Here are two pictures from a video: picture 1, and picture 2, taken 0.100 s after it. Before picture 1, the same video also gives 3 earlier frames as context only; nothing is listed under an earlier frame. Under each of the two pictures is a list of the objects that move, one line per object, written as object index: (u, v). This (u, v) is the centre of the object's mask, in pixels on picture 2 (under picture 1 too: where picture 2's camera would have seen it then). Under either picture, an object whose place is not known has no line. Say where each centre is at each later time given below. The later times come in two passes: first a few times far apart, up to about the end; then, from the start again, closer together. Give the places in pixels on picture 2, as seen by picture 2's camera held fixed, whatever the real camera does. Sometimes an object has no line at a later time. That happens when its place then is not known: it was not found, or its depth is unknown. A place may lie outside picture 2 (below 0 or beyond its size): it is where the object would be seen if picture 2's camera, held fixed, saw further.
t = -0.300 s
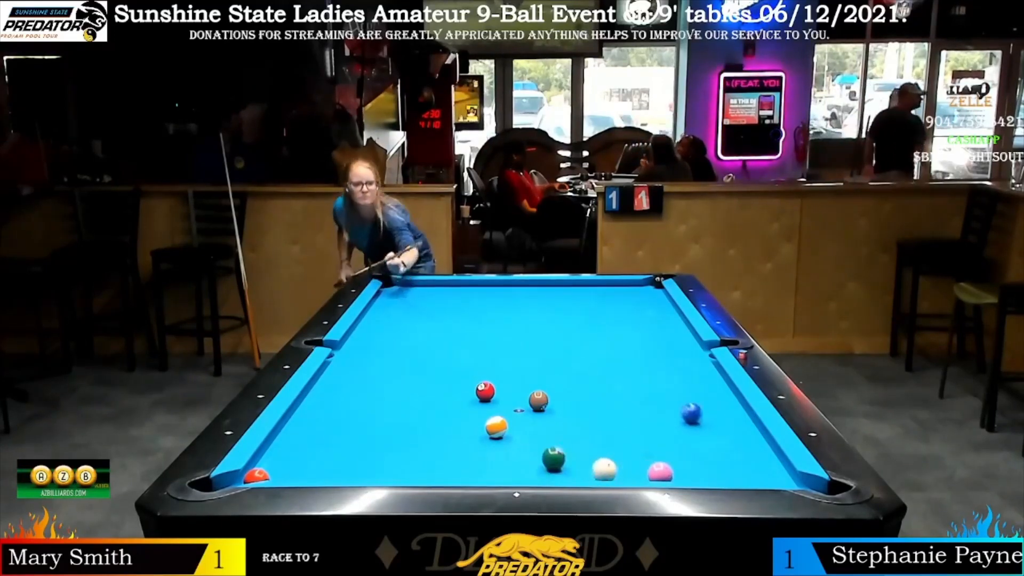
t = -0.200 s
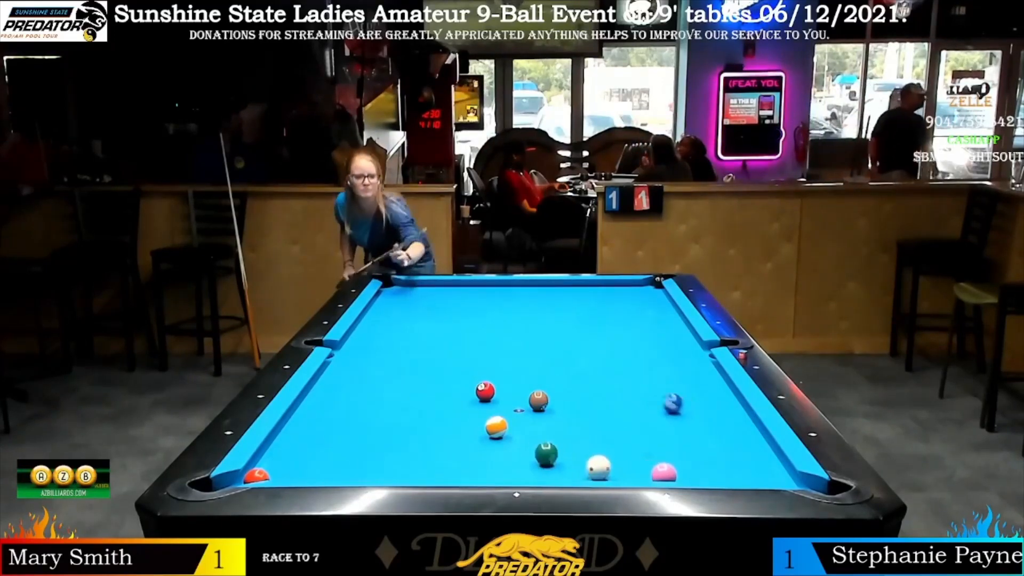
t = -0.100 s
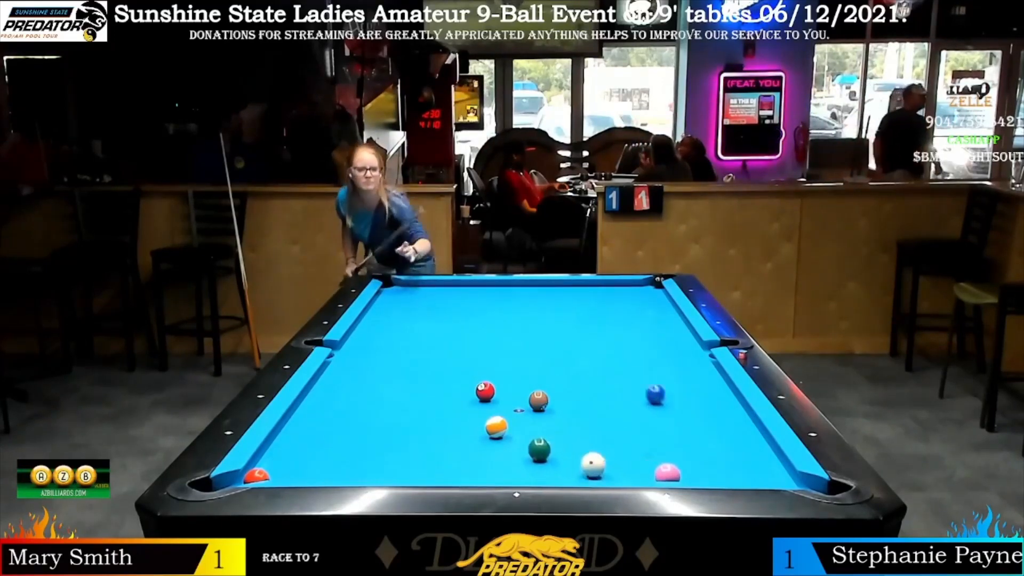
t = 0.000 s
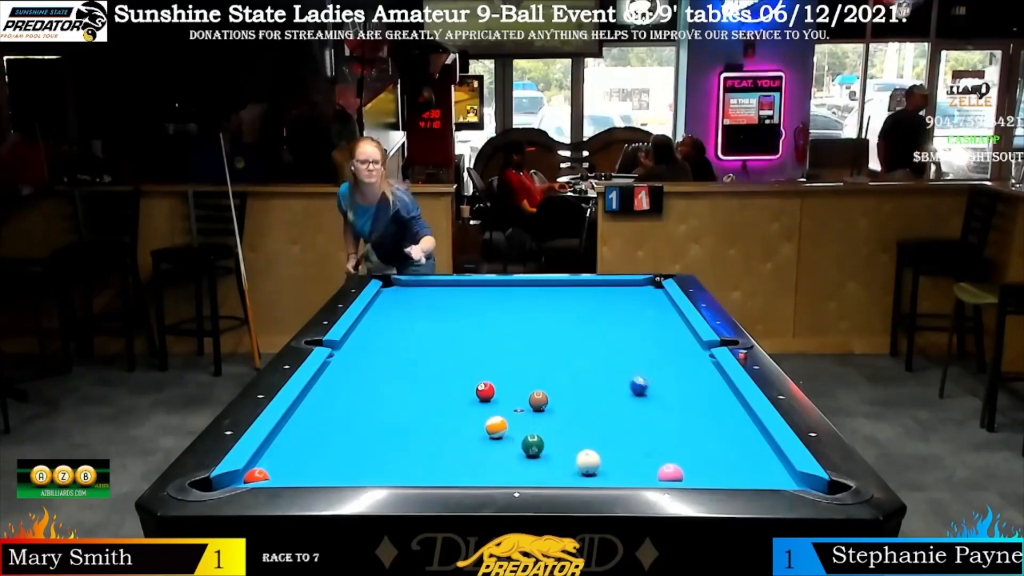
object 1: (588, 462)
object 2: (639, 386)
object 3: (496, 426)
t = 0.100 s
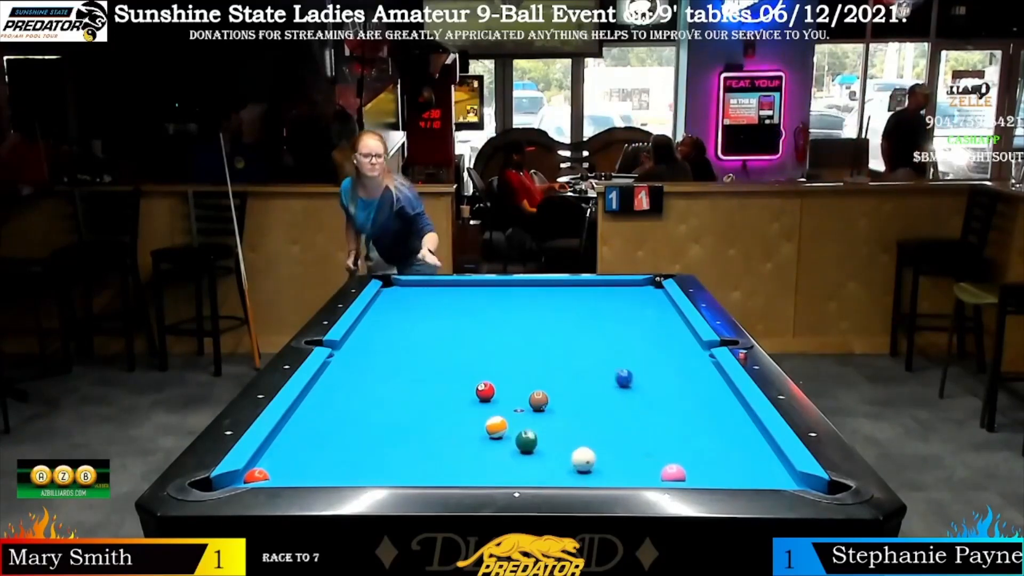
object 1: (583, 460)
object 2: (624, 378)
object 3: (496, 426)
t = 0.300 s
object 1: (575, 455)
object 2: (596, 364)
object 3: (496, 426)
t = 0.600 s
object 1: (563, 448)
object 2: (561, 346)
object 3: (484, 423)
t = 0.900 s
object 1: (554, 443)
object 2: (530, 330)
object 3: (472, 419)
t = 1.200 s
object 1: (546, 439)
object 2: (504, 317)
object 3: (463, 416)
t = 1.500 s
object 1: (540, 435)
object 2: (482, 306)
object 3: (455, 414)
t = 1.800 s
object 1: (536, 434)
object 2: (462, 295)
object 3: (449, 412)
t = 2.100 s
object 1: (533, 433)
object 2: (446, 287)
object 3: (445, 411)
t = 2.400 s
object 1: (531, 432)
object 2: (428, 285)
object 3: (443, 410)
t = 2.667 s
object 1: (531, 432)
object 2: (411, 290)
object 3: (443, 410)
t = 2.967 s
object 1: (531, 432)
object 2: (392, 294)
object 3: (443, 410)
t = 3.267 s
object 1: (531, 432)
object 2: (380, 299)
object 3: (443, 410)
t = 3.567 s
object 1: (531, 432)
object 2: (386, 303)
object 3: (443, 410)
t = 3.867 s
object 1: (531, 432)
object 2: (392, 306)
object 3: (443, 410)
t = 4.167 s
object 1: (532, 431)
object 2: (398, 309)
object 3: (443, 410)
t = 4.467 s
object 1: (531, 432)
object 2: (403, 312)
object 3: (443, 410)
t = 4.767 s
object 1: (531, 432)
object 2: (407, 315)
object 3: (443, 410)
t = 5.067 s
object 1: (531, 432)
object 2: (411, 317)
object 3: (443, 410)
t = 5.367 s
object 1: (531, 432)
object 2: (415, 318)
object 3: (443, 410)
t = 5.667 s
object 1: (531, 432)
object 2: (417, 319)
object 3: (443, 410)
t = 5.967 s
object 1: (531, 432)
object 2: (418, 321)
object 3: (443, 410)
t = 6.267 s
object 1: (531, 431)
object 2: (419, 321)
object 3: (443, 410)
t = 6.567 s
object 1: (531, 432)
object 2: (420, 321)
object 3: (443, 410)
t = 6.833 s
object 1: (531, 432)
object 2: (420, 321)
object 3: (443, 410)
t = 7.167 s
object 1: (531, 431)
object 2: (420, 321)
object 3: (443, 410)
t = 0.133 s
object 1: (582, 459)
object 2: (619, 375)
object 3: (496, 426)
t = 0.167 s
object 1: (580, 458)
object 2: (614, 373)
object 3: (496, 426)
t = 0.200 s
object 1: (579, 457)
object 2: (610, 371)
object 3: (496, 426)
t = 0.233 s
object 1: (577, 456)
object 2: (605, 369)
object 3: (496, 426)
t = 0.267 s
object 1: (576, 455)
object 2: (601, 366)
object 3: (496, 426)
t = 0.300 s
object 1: (575, 455)
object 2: (596, 364)
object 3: (496, 426)
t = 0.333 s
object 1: (573, 454)
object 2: (592, 362)
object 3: (495, 426)
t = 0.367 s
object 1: (572, 453)
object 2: (588, 360)
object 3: (494, 426)
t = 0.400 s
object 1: (571, 452)
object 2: (584, 357)
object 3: (493, 425)
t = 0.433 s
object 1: (569, 451)
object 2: (580, 355)
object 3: (492, 425)
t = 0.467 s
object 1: (568, 451)
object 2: (576, 353)
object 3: (490, 424)
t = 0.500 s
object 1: (567, 450)
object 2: (572, 352)
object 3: (489, 424)
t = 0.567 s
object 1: (564, 449)
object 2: (564, 347)
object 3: (486, 423)
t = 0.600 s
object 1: (563, 448)
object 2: (561, 346)
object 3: (484, 423)
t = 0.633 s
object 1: (562, 447)
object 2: (557, 344)
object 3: (483, 422)
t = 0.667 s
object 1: (561, 447)
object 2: (554, 342)
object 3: (482, 422)
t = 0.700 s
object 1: (560, 446)
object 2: (550, 340)
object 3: (480, 421)
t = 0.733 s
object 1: (559, 446)
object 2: (546, 338)
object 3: (479, 421)
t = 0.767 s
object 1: (558, 445)
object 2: (543, 337)
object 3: (477, 421)
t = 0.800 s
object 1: (556, 445)
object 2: (540, 335)
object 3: (476, 420)
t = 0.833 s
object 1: (556, 444)
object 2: (537, 333)
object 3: (475, 420)
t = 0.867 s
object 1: (554, 443)
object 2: (533, 331)
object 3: (474, 420)
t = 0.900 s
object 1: (554, 443)
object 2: (530, 330)
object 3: (472, 419)
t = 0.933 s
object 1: (553, 442)
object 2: (527, 329)
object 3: (471, 419)
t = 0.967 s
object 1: (552, 442)
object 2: (524, 327)
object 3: (470, 418)
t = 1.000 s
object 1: (551, 442)
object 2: (521, 326)
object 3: (469, 418)
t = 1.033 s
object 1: (550, 441)
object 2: (518, 324)
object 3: (468, 418)
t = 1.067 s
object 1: (549, 441)
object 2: (515, 322)
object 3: (467, 417)
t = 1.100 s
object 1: (548, 440)
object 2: (513, 321)
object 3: (466, 417)
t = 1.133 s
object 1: (548, 439)
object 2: (510, 320)
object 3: (465, 417)
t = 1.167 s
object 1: (547, 439)
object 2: (507, 318)
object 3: (464, 416)
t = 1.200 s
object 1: (546, 439)
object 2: (504, 317)
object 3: (463, 416)
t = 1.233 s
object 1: (545, 439)
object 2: (502, 315)
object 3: (462, 416)
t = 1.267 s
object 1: (545, 438)
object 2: (499, 314)
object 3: (461, 415)
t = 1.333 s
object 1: (543, 437)
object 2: (494, 312)
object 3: (459, 415)
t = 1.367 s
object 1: (543, 437)
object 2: (491, 310)
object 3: (458, 415)
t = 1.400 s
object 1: (542, 436)
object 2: (489, 309)
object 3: (457, 414)
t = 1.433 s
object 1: (542, 436)
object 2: (487, 308)
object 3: (456, 414)
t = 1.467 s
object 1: (541, 436)
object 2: (484, 307)
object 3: (456, 414)
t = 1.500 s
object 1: (540, 435)
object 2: (482, 306)
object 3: (455, 414)
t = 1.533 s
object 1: (540, 435)
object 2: (480, 305)
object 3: (454, 414)
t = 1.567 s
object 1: (540, 435)
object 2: (478, 303)
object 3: (453, 413)
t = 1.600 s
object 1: (539, 435)
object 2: (475, 302)
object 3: (453, 413)
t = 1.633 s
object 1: (538, 435)
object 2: (473, 301)
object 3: (452, 413)
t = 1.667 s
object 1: (538, 434)
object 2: (471, 300)
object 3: (452, 413)
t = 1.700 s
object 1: (537, 434)
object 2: (469, 299)
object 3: (451, 412)
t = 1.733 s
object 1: (537, 434)
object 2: (467, 298)
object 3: (451, 412)
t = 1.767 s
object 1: (536, 434)
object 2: (465, 297)
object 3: (450, 412)
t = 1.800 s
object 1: (536, 434)
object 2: (462, 295)
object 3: (449, 412)
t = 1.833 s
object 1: (535, 434)
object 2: (460, 294)
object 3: (449, 411)
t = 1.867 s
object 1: (535, 433)
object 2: (458, 294)
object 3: (448, 411)
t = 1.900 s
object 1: (534, 433)
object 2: (457, 293)
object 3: (448, 411)
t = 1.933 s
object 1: (534, 433)
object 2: (454, 291)
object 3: (447, 411)
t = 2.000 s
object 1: (533, 433)
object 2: (450, 289)
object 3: (446, 411)
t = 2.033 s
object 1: (533, 433)
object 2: (449, 288)
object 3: (446, 411)
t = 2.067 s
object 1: (533, 432)
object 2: (447, 288)
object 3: (445, 411)
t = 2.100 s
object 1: (533, 433)
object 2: (446, 287)
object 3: (445, 411)
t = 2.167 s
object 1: (532, 432)
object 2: (441, 286)
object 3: (444, 411)
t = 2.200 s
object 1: (532, 432)
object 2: (440, 285)
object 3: (444, 410)
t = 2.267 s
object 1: (532, 432)
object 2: (436, 283)
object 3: (444, 410)
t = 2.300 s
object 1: (532, 432)
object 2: (434, 283)
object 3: (443, 410)
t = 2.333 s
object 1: (532, 432)
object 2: (431, 284)
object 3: (443, 410)
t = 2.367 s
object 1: (531, 432)
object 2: (430, 285)
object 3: (443, 410)
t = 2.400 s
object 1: (531, 432)
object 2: (428, 285)
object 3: (443, 410)
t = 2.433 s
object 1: (532, 432)
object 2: (426, 286)
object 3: (443, 410)
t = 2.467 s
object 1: (532, 432)
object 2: (424, 286)
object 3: (442, 410)
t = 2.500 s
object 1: (532, 432)
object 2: (422, 287)
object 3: (442, 410)
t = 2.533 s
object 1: (531, 432)
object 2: (420, 287)
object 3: (442, 410)
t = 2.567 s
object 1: (531, 432)
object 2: (417, 288)
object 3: (443, 410)
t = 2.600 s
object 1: (531, 432)
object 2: (415, 288)
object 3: (443, 410)
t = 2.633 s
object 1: (531, 432)
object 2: (413, 289)
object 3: (443, 410)
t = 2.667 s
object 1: (531, 432)
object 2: (411, 290)
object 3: (443, 410)
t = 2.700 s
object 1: (531, 432)
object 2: (409, 290)
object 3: (443, 410)
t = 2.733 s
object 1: (531, 432)
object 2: (407, 291)
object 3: (443, 410)
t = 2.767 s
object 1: (531, 432)
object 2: (405, 291)
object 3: (443, 410)
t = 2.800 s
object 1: (531, 432)
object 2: (403, 292)
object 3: (443, 410)
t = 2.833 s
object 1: (531, 432)
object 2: (401, 293)
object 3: (443, 410)
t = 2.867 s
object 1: (531, 432)
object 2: (398, 293)
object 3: (443, 410)
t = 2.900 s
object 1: (531, 432)
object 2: (396, 293)
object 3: (443, 410)
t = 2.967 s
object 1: (531, 432)
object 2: (392, 294)
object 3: (443, 410)
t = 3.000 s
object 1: (531, 432)
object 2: (390, 295)
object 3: (443, 410)
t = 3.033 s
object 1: (531, 432)
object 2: (388, 295)
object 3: (443, 410)
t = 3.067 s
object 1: (531, 432)
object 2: (386, 297)
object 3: (443, 410)
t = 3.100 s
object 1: (531, 432)
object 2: (384, 297)
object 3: (443, 410)
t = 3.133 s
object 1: (531, 432)
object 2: (382, 297)
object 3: (443, 410)
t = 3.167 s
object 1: (531, 432)
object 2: (380, 298)
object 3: (443, 410)
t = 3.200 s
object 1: (531, 432)
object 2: (379, 299)
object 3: (443, 410)
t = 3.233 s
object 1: (531, 432)
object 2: (380, 299)
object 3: (443, 410)
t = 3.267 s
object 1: (531, 432)
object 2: (380, 299)
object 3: (443, 410)
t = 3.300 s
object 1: (531, 432)
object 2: (381, 300)
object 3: (443, 410)
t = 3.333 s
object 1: (531, 432)
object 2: (381, 300)
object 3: (443, 410)
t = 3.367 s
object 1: (532, 432)
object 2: (382, 300)
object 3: (443, 410)
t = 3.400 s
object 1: (531, 432)
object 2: (383, 301)
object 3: (443, 410)
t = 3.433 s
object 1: (532, 432)
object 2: (384, 301)
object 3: (443, 410)
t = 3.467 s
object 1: (531, 432)
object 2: (384, 302)
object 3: (443, 410)
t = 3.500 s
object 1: (531, 432)
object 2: (385, 302)
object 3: (443, 410)
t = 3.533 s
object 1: (531, 432)
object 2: (386, 302)
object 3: (443, 410)
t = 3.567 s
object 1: (531, 432)
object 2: (386, 303)
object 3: (443, 410)
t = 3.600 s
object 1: (532, 432)
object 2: (387, 303)
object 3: (443, 410)
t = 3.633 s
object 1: (532, 432)
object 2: (388, 304)
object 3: (443, 410)
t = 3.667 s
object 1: (531, 432)
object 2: (388, 304)
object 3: (443, 410)
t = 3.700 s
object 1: (531, 432)
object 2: (389, 304)
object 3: (443, 410)
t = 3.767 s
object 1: (532, 432)
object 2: (390, 305)
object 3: (443, 410)
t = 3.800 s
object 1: (531, 432)
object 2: (391, 306)
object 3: (443, 410)
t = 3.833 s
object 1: (531, 432)
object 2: (392, 306)
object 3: (443, 410)
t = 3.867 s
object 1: (531, 432)
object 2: (392, 306)
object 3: (443, 410)
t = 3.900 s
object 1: (531, 432)
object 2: (393, 307)
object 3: (443, 410)
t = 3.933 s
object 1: (532, 432)
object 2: (394, 307)
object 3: (443, 410)
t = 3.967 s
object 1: (532, 431)
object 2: (394, 307)
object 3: (443, 410)
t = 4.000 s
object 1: (532, 432)
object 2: (395, 307)
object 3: (443, 410)
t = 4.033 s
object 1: (532, 432)
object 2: (396, 308)
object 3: (443, 410)
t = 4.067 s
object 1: (532, 431)
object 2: (396, 308)
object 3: (443, 410)
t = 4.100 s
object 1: (531, 432)
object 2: (397, 309)
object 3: (443, 410)
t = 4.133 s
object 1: (531, 432)
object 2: (397, 309)
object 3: (443, 410)
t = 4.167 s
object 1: (532, 431)
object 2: (398, 309)
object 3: (443, 410)
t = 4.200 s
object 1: (531, 432)
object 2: (398, 310)
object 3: (443, 410)
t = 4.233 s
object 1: (532, 431)
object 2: (399, 310)
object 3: (443, 410)
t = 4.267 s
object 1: (532, 431)
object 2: (399, 310)
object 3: (443, 410)
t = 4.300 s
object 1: (532, 431)
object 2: (400, 311)
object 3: (443, 410)
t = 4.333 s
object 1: (532, 431)
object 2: (401, 311)
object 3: (443, 410)
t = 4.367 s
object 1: (531, 432)
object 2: (401, 311)
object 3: (443, 410)
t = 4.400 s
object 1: (531, 432)
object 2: (402, 311)
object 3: (443, 410)
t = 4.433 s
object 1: (532, 431)
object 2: (402, 311)
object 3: (443, 410)
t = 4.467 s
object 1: (531, 432)
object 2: (403, 312)
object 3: (443, 410)
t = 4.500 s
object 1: (531, 432)
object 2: (403, 312)
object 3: (443, 410)
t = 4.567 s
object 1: (531, 432)
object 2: (404, 313)
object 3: (443, 410)
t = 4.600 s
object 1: (531, 432)
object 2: (405, 313)
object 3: (443, 410)
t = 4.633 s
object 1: (531, 432)
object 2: (405, 314)
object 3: (443, 410)
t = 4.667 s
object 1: (531, 432)
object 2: (406, 314)
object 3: (443, 410)
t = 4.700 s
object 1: (531, 432)
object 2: (406, 314)
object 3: (443, 410)
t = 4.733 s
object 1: (531, 432)
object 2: (407, 314)
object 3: (443, 410)
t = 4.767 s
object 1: (531, 432)
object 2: (407, 315)
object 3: (443, 410)
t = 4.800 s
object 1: (531, 432)
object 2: (408, 315)
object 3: (443, 410)
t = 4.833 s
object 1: (531, 432)
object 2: (408, 315)
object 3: (443, 410)
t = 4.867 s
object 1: (531, 432)
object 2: (408, 315)
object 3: (443, 410)
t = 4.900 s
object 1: (531, 432)
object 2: (409, 315)
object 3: (443, 410)
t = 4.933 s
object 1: (531, 432)
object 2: (409, 316)
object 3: (443, 410)
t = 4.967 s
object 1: (531, 432)
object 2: (410, 316)
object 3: (443, 410)
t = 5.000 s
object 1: (531, 432)
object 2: (410, 316)
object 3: (443, 410)
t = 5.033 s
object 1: (531, 432)
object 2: (411, 316)
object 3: (443, 410)
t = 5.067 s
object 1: (531, 432)
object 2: (411, 317)
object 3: (443, 410)
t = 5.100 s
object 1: (531, 432)
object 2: (411, 317)
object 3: (443, 410)
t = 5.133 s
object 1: (531, 432)
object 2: (412, 317)
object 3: (443, 410)
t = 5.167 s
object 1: (531, 432)
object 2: (412, 317)
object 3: (443, 410)
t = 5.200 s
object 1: (531, 432)
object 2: (413, 317)
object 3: (443, 410)
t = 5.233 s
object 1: (531, 432)
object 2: (413, 317)
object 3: (443, 410)
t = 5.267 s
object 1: (531, 432)
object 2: (413, 318)
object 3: (443, 410)
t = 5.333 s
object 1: (531, 432)
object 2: (414, 318)
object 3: (443, 410)
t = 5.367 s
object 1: (531, 432)
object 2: (415, 318)
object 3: (443, 410)
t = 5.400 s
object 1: (531, 432)
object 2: (415, 318)
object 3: (443, 410)
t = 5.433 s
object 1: (531, 432)
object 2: (415, 319)
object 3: (443, 410)
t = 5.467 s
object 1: (531, 432)
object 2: (415, 319)
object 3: (443, 410)
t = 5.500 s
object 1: (531, 432)
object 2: (415, 319)
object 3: (443, 410)
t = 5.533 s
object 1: (531, 432)
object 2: (416, 319)
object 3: (443, 410)
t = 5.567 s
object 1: (531, 432)
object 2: (416, 319)
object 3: (443, 410)
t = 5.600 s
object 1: (531, 432)
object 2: (416, 319)
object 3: (443, 410)
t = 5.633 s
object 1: (531, 432)
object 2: (416, 319)
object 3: (443, 410)
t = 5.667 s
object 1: (531, 432)
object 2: (417, 319)
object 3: (443, 410)
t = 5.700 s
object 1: (531, 432)
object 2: (417, 320)
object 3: (443, 410)
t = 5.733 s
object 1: (531, 432)
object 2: (417, 320)
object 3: (443, 410)
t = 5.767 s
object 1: (531, 432)
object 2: (417, 320)
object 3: (443, 410)
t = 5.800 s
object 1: (531, 432)
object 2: (417, 320)
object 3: (443, 410)
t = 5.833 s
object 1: (531, 431)
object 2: (418, 320)
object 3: (443, 410)
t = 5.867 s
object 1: (531, 432)
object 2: (418, 320)
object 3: (443, 410)
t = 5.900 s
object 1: (531, 432)
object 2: (418, 320)
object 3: (443, 410)
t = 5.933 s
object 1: (531, 432)
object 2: (418, 320)
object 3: (443, 410)
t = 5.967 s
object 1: (531, 432)
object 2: (418, 321)
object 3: (443, 410)
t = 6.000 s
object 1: (531, 432)
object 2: (418, 321)
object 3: (443, 410)
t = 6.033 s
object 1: (531, 432)
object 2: (418, 321)
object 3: (443, 410)
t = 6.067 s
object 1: (531, 432)
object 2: (419, 321)
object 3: (443, 410)
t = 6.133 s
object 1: (531, 432)
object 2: (419, 321)
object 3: (443, 410)
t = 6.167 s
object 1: (531, 432)
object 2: (419, 321)
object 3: (443, 410)
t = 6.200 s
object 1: (531, 432)
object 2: (419, 321)
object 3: (443, 410)
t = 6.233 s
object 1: (531, 432)
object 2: (419, 321)
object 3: (443, 410)
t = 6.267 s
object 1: (531, 431)
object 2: (419, 321)
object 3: (443, 410)
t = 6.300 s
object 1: (531, 432)
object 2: (420, 321)
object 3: (443, 410)
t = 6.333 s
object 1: (531, 432)
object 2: (420, 321)
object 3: (443, 410)
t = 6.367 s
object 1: (531, 431)
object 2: (420, 321)
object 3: (443, 410)
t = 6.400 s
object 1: (531, 432)
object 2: (420, 321)
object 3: (443, 410)
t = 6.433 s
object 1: (531, 432)
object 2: (420, 321)
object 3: (443, 410)
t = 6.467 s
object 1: (531, 431)
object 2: (420, 321)
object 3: (443, 410)
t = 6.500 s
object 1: (531, 432)
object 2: (420, 321)
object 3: (443, 410)
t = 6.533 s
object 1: (531, 432)
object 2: (420, 321)
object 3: (443, 410)
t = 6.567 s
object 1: (531, 432)
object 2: (420, 321)
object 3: (443, 410)
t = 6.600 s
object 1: (531, 432)
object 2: (420, 321)
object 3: (443, 410)
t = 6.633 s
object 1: (531, 432)
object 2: (420, 321)
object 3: (443, 410)
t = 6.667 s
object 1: (531, 432)
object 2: (420, 321)
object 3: (443, 410)
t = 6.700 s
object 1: (531, 432)
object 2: (420, 321)
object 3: (443, 410)
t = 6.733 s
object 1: (531, 431)
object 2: (420, 321)
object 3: (443, 410)
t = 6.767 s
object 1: (531, 432)
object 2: (420, 321)
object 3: (443, 410)
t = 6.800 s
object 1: (531, 431)
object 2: (420, 321)
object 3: (443, 410)
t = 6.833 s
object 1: (531, 432)
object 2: (420, 321)
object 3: (443, 410)
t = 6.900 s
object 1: (531, 432)
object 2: (420, 321)
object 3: (443, 410)
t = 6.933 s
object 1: (531, 431)
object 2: (420, 321)
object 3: (443, 410)
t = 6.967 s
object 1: (531, 432)
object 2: (420, 321)
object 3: (443, 410)
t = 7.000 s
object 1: (531, 432)
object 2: (420, 321)
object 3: (443, 410)
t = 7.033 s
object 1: (531, 431)
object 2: (420, 321)
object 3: (443, 410)
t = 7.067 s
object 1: (531, 432)
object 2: (420, 321)
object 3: (443, 410)
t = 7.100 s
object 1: (531, 431)
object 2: (420, 321)
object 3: (443, 410)
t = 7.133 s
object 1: (531, 432)
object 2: (420, 321)
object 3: (443, 410)
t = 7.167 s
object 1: (531, 431)
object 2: (420, 321)
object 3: (443, 410)
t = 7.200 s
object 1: (531, 432)
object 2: (420, 321)
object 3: (443, 410)
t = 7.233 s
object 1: (531, 432)
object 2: (420, 321)
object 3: (443, 410)
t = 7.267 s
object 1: (531, 432)
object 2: (420, 321)
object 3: (443, 410)
